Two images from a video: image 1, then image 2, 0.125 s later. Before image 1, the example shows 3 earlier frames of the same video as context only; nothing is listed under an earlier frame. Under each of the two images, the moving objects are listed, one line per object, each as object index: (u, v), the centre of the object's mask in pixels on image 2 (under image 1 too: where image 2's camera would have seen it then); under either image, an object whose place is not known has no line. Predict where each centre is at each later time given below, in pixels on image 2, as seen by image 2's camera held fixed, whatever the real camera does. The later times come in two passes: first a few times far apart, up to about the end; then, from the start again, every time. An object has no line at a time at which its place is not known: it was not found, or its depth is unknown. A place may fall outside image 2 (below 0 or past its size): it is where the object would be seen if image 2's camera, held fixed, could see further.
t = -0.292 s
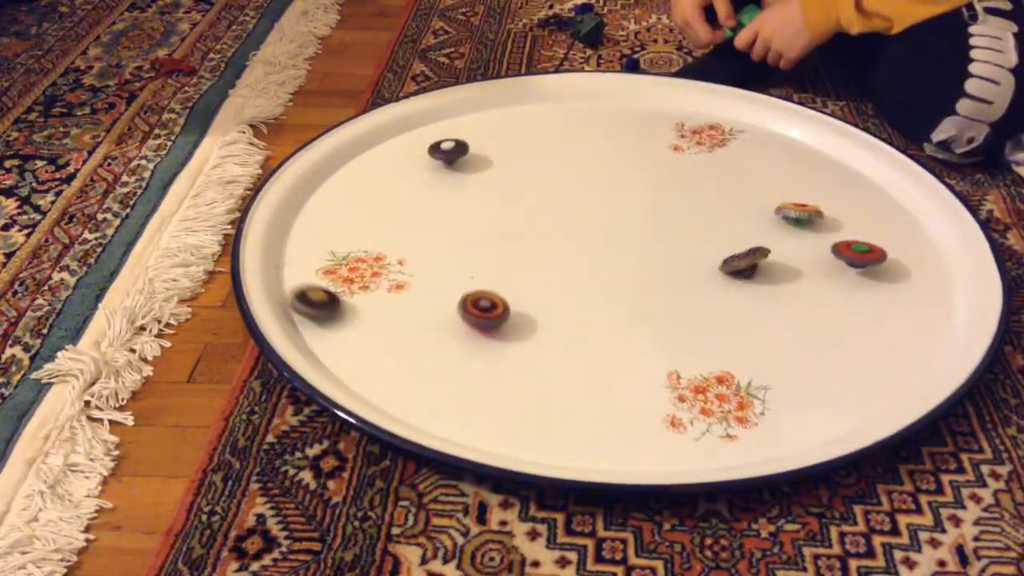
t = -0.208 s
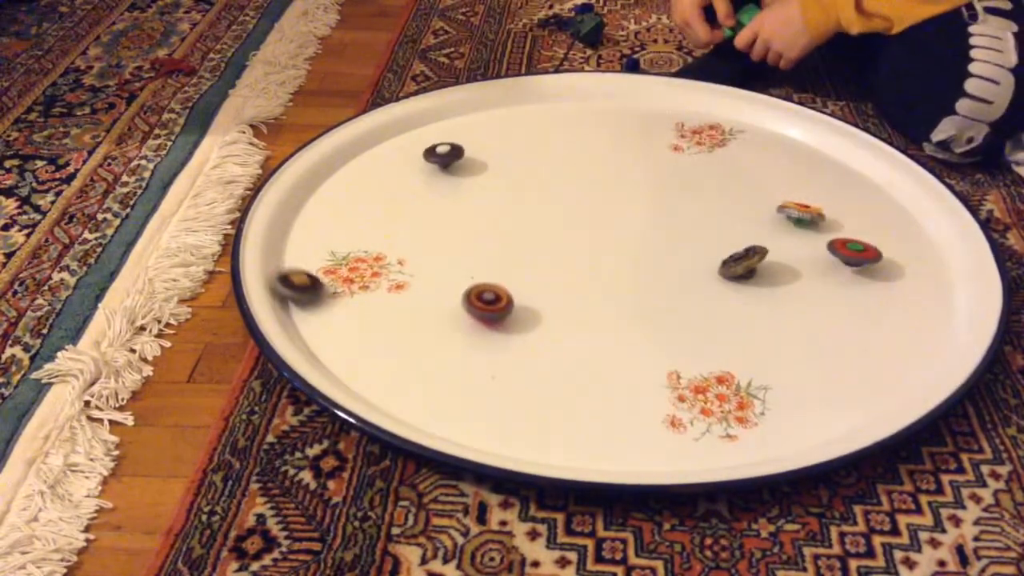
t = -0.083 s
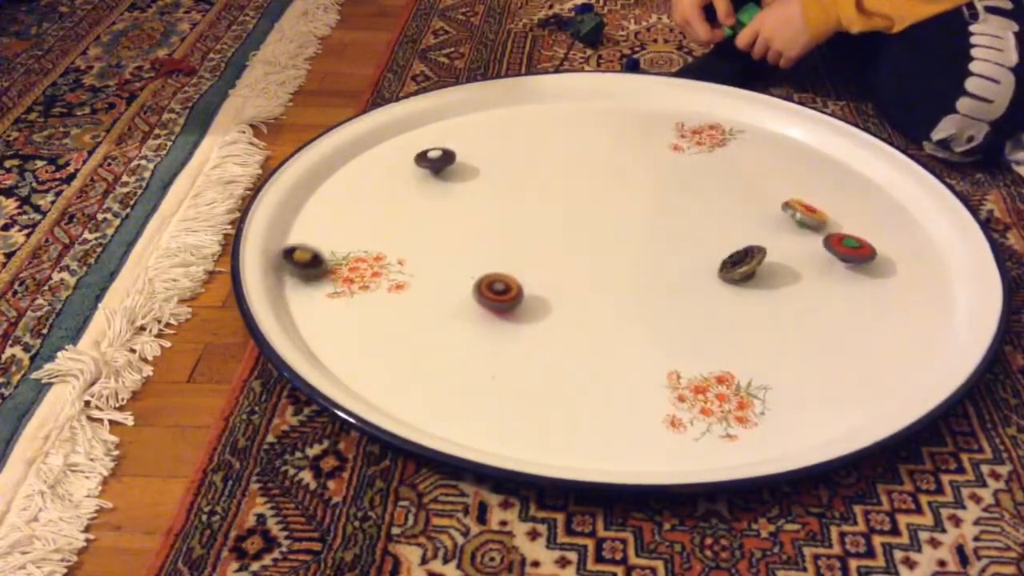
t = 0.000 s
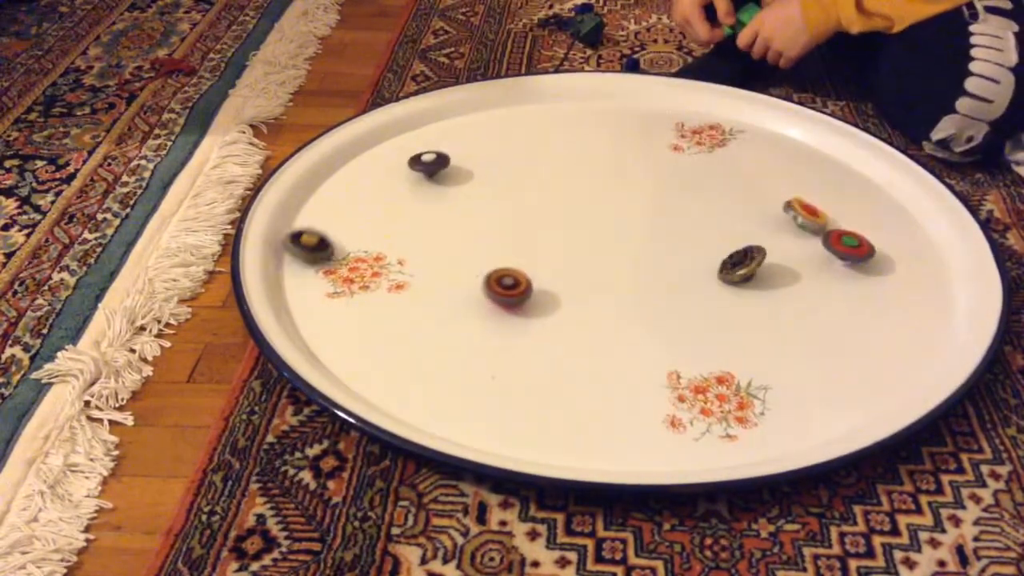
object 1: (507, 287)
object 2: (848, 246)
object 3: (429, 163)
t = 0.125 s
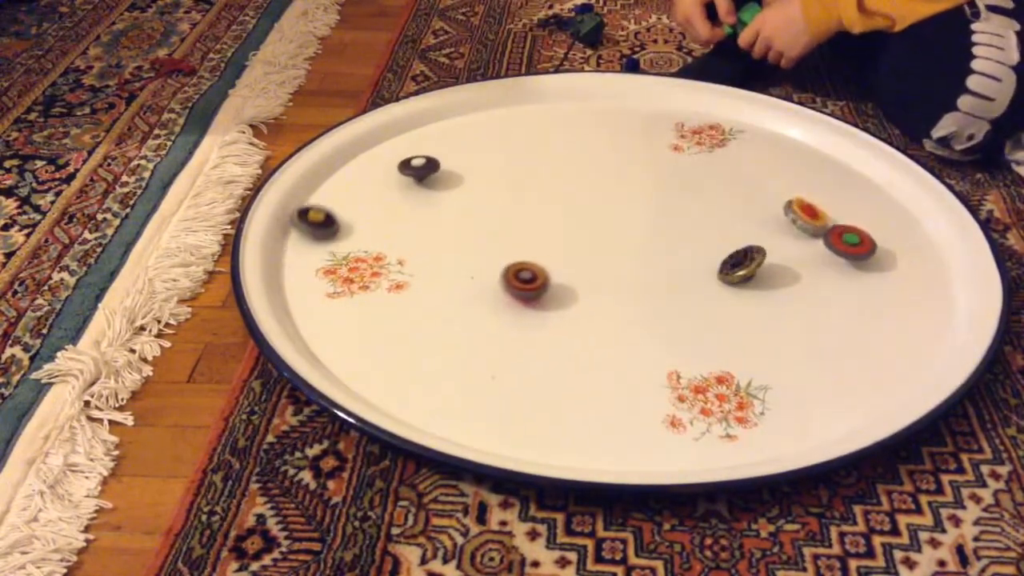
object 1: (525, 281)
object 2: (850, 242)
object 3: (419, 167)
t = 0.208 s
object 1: (539, 277)
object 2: (852, 241)
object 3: (412, 169)
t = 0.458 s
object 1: (589, 274)
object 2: (864, 242)
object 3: (393, 175)
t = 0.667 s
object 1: (635, 277)
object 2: (866, 247)
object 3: (382, 178)
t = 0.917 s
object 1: (690, 288)
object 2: (854, 248)
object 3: (377, 181)
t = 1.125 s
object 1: (732, 303)
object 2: (845, 244)
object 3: (379, 183)
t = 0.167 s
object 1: (532, 279)
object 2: (851, 241)
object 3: (416, 168)
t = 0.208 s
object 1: (539, 277)
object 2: (852, 241)
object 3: (412, 169)
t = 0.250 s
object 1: (547, 276)
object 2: (854, 240)
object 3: (409, 170)
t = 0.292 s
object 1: (554, 276)
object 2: (857, 240)
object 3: (406, 171)
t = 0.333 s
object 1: (563, 275)
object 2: (859, 240)
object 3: (402, 172)
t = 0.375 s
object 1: (571, 274)
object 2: (861, 240)
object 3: (399, 173)
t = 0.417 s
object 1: (580, 274)
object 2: (863, 241)
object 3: (396, 174)
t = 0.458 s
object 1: (589, 274)
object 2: (864, 242)
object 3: (393, 175)
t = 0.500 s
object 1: (598, 274)
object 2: (865, 243)
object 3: (391, 176)
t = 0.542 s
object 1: (607, 274)
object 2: (866, 244)
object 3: (388, 177)
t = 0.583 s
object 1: (616, 275)
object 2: (866, 245)
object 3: (386, 177)
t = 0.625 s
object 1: (626, 276)
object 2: (866, 246)
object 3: (383, 178)
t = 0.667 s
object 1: (635, 277)
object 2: (866, 247)
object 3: (382, 178)
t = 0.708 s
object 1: (645, 278)
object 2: (865, 247)
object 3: (380, 179)
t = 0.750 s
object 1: (654, 279)
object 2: (863, 248)
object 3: (379, 179)
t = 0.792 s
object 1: (663, 281)
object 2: (861, 249)
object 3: (378, 180)
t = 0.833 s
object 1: (673, 283)
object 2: (859, 249)
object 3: (377, 180)
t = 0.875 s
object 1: (682, 285)
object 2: (856, 249)
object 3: (377, 180)
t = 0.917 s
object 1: (690, 288)
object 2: (854, 248)
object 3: (377, 181)
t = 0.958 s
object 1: (699, 290)
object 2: (852, 248)
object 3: (376, 181)
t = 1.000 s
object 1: (707, 294)
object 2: (850, 247)
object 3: (377, 181)
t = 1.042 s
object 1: (715, 297)
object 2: (848, 246)
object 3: (377, 182)
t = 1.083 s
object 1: (724, 300)
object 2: (846, 245)
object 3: (378, 182)
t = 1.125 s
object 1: (732, 303)
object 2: (845, 244)
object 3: (379, 183)
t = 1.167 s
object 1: (740, 307)
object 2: (844, 242)
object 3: (380, 183)
